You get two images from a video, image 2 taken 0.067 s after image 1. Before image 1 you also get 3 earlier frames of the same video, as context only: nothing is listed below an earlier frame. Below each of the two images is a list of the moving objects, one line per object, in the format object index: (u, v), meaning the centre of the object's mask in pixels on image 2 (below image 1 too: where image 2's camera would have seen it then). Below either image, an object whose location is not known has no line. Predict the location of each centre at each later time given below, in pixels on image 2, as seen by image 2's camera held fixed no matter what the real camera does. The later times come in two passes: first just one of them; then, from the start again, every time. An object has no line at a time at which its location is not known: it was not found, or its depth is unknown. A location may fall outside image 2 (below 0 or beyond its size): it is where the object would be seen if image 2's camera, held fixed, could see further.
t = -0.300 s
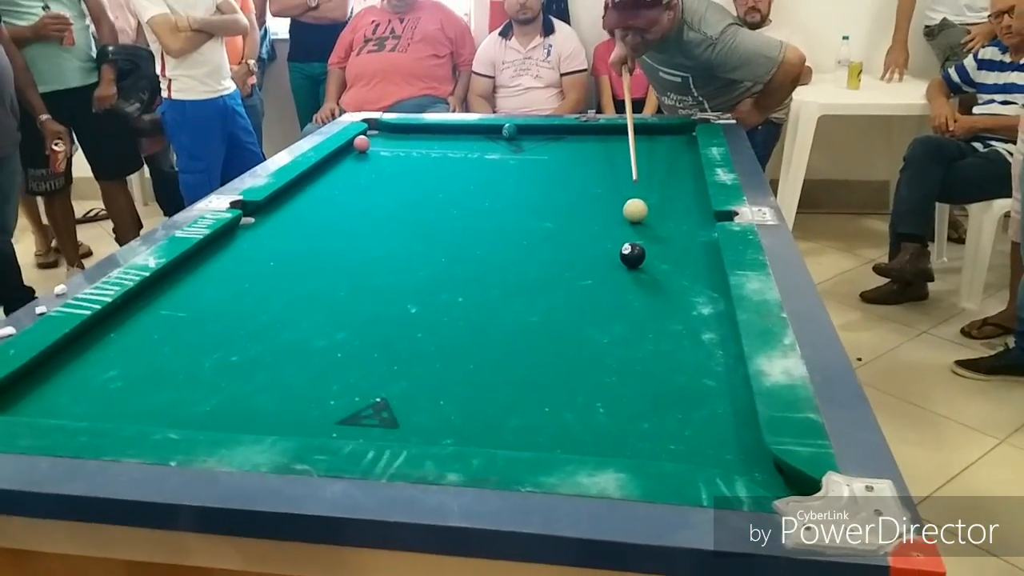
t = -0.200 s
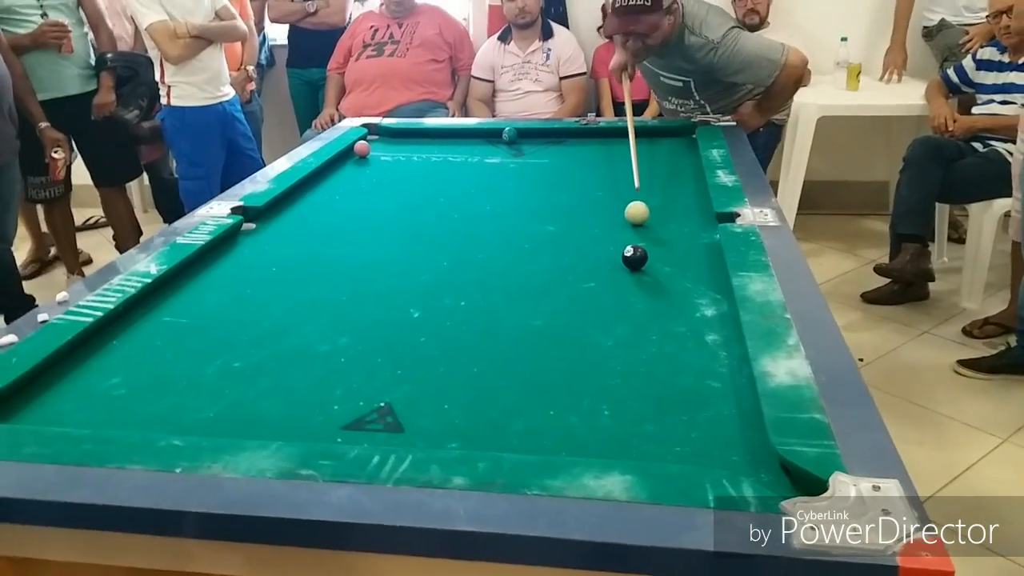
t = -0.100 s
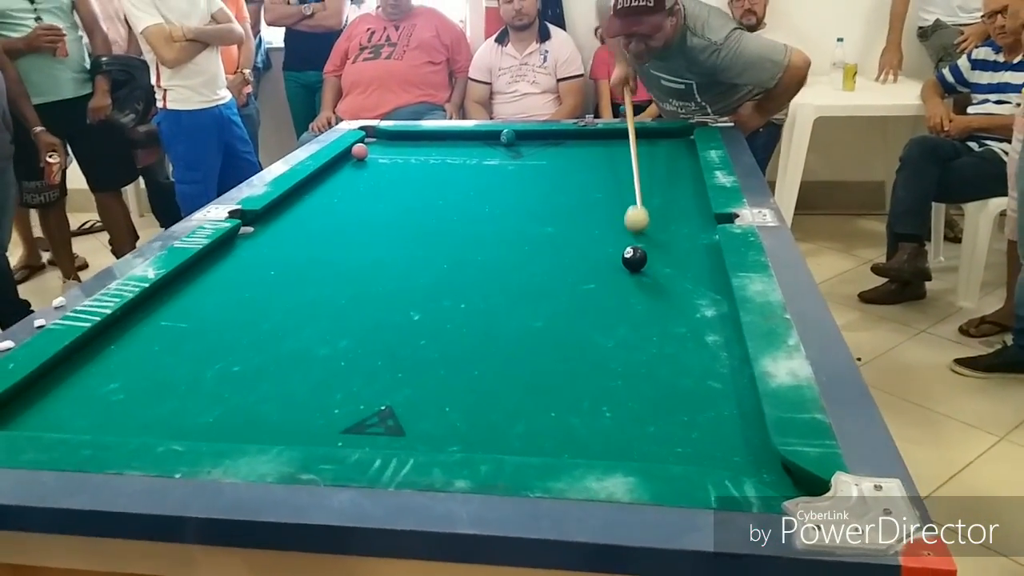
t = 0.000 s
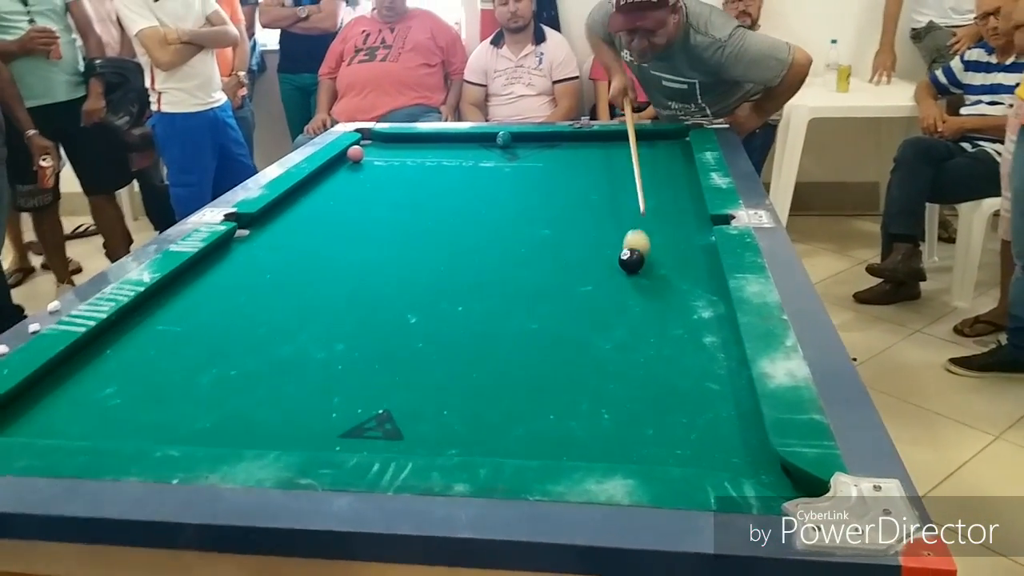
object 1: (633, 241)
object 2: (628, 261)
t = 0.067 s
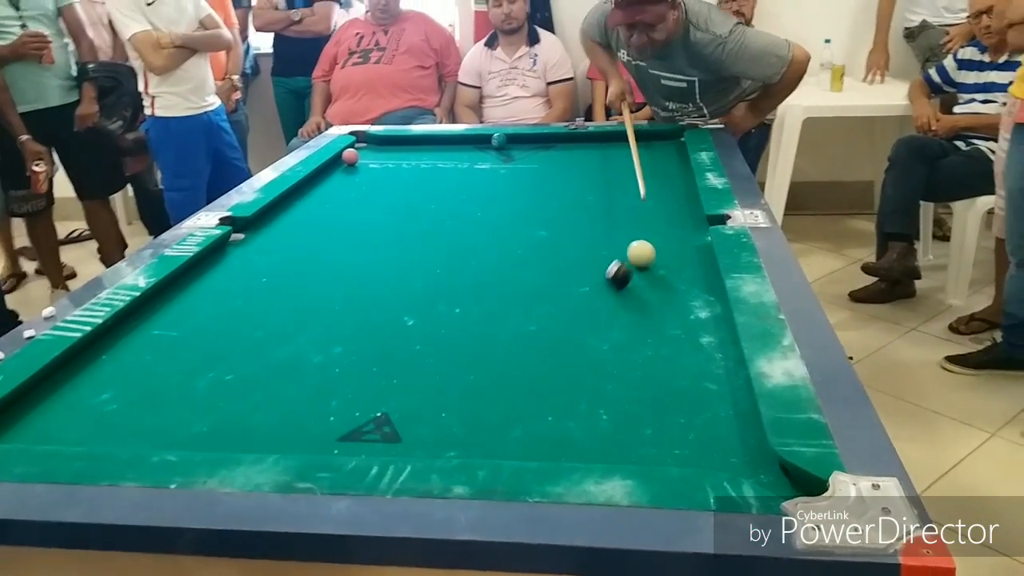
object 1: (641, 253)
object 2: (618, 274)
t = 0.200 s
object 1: (661, 269)
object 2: (596, 311)
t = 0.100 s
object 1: (646, 257)
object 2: (612, 285)
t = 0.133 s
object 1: (651, 260)
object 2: (606, 295)
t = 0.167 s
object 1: (656, 264)
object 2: (600, 303)
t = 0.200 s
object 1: (661, 269)
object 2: (596, 311)
